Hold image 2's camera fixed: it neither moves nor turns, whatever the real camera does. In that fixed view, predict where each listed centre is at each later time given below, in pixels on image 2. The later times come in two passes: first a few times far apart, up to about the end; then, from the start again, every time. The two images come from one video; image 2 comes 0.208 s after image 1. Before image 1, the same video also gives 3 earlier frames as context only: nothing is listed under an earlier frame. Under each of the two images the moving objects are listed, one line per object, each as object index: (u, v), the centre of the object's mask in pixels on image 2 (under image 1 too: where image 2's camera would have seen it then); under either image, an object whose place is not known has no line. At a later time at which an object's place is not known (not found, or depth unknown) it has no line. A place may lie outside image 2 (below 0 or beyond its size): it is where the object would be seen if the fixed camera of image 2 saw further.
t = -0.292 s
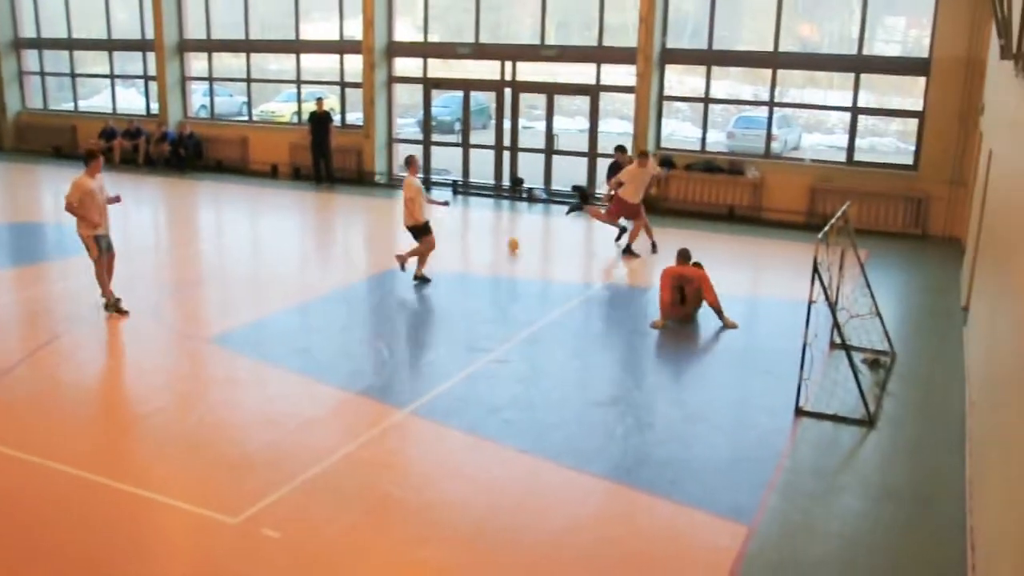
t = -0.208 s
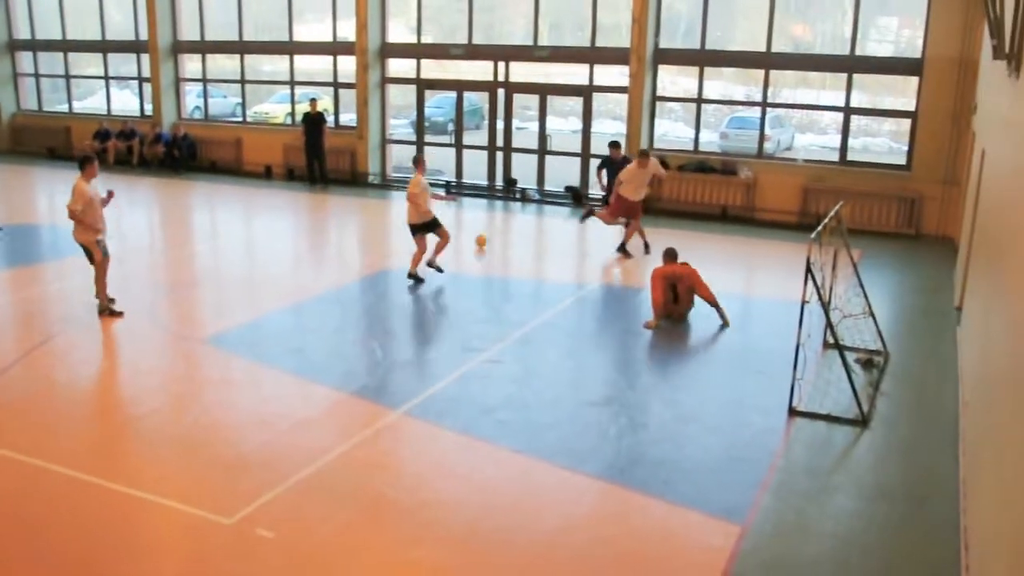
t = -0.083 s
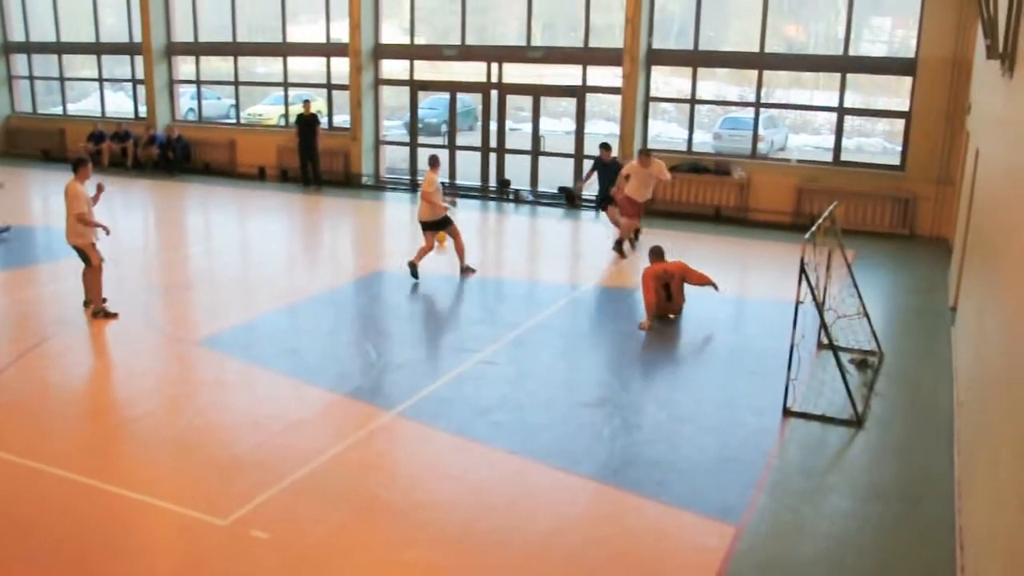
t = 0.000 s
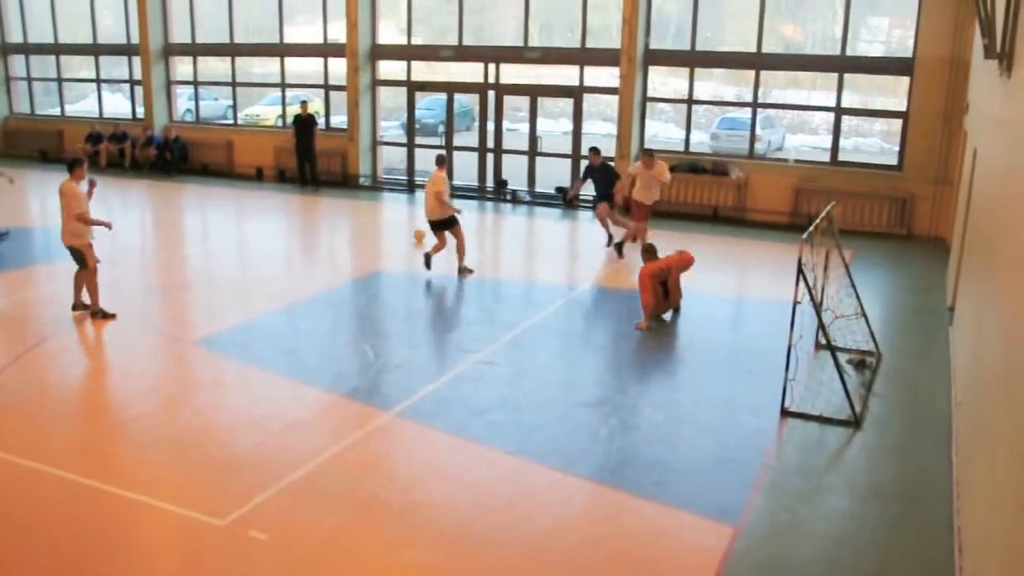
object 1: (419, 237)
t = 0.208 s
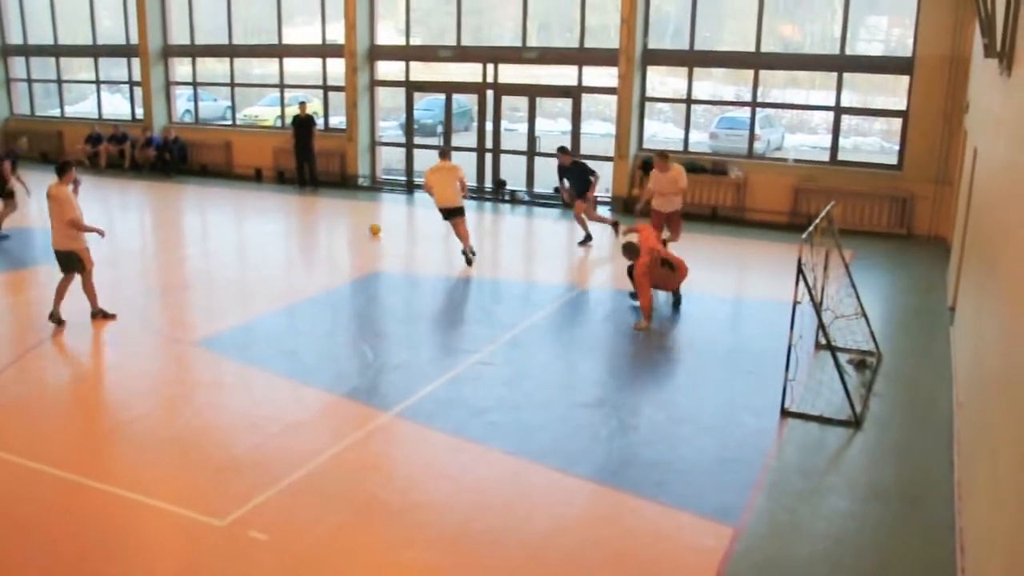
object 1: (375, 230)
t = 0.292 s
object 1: (358, 227)
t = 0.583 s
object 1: (308, 219)
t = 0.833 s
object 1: (271, 213)
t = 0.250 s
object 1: (365, 228)
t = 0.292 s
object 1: (358, 227)
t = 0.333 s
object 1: (350, 226)
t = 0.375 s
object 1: (342, 225)
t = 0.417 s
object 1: (335, 223)
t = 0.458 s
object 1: (328, 223)
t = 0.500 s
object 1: (320, 221)
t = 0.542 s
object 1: (314, 220)
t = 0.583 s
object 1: (308, 219)
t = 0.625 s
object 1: (301, 218)
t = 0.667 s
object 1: (294, 216)
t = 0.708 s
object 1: (288, 216)
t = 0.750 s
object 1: (283, 215)
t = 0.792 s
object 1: (277, 214)
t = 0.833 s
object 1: (271, 213)
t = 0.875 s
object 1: (266, 211)
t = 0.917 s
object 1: (260, 211)
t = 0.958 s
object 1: (256, 209)
